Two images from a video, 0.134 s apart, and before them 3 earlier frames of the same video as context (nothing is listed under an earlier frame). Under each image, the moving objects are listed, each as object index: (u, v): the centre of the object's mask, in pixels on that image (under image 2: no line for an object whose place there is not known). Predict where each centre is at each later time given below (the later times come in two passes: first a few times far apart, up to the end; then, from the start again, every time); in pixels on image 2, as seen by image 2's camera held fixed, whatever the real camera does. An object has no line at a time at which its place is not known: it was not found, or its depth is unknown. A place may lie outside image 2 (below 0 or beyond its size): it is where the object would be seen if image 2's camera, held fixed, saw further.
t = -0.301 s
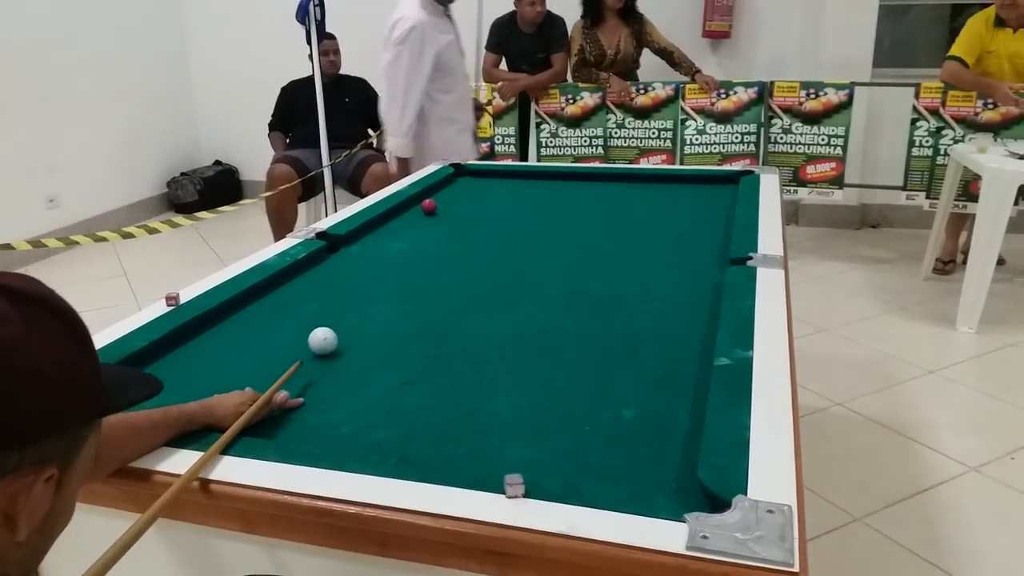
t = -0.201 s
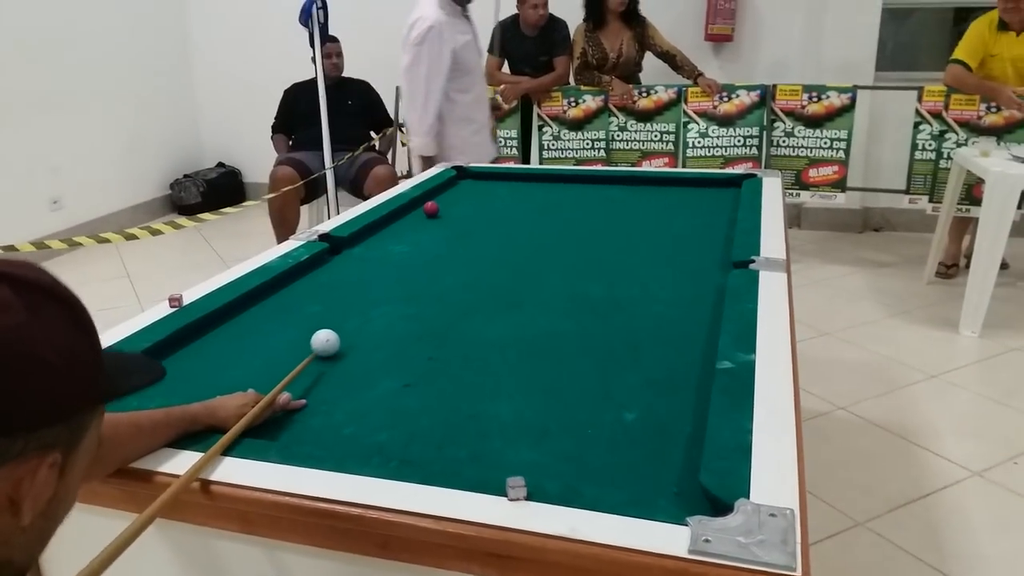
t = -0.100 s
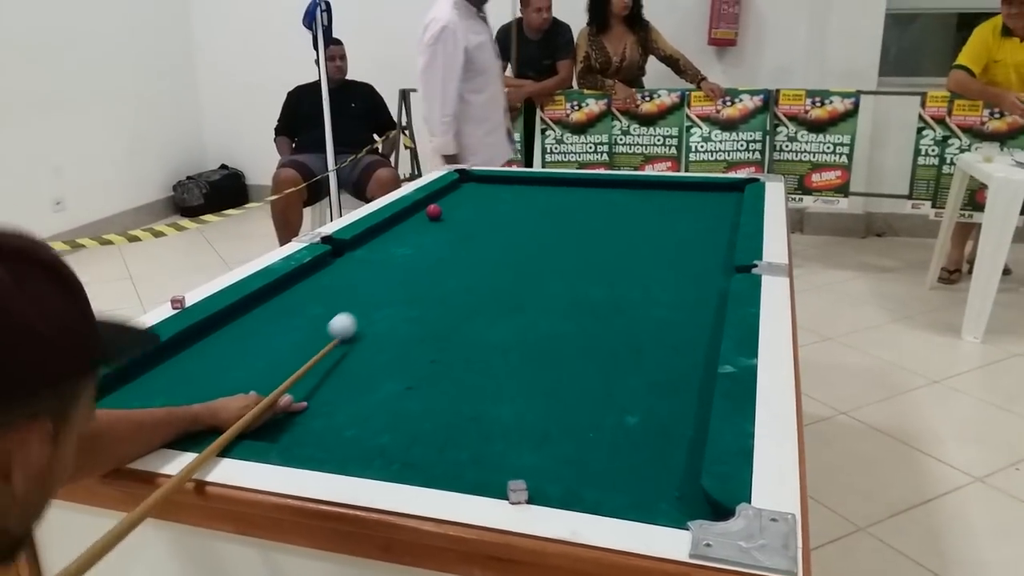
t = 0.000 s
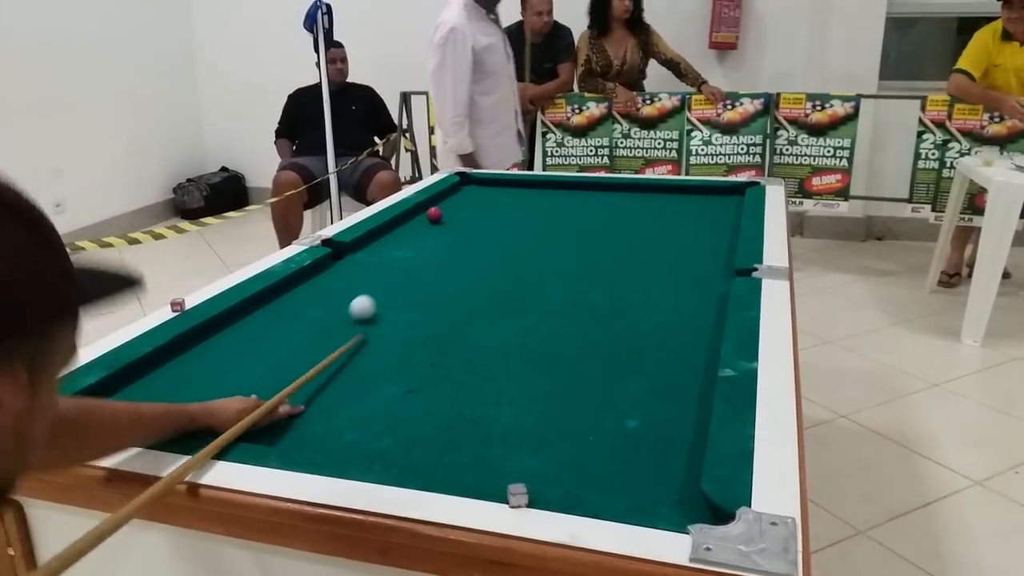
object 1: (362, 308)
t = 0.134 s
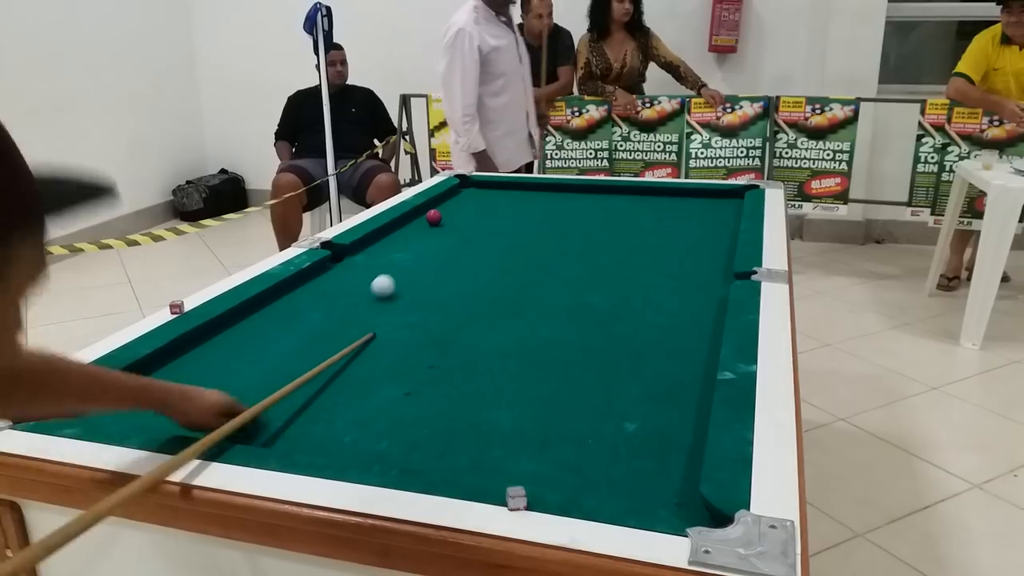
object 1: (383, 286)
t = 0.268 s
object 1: (401, 266)
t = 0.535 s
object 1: (429, 234)
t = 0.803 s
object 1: (462, 213)
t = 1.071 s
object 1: (501, 199)
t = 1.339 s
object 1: (534, 187)
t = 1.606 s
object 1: (544, 193)
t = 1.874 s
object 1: (552, 203)
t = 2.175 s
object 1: (560, 215)
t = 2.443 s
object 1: (567, 225)
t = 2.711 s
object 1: (577, 237)
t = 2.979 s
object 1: (586, 248)
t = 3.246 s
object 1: (593, 260)
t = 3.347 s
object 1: (597, 264)
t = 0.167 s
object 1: (388, 281)
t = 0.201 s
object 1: (392, 276)
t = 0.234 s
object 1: (397, 271)
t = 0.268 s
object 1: (401, 266)
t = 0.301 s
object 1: (405, 262)
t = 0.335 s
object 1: (409, 258)
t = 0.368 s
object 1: (413, 254)
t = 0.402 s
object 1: (417, 249)
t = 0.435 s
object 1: (420, 245)
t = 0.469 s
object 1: (423, 242)
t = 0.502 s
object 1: (427, 238)
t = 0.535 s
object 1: (429, 234)
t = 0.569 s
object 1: (433, 231)
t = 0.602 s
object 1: (436, 228)
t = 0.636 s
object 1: (438, 225)
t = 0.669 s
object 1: (441, 222)
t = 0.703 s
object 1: (445, 219)
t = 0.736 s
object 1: (451, 217)
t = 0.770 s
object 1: (457, 215)
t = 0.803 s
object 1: (462, 213)
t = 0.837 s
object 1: (467, 211)
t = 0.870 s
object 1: (472, 210)
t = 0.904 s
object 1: (477, 208)
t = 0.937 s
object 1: (482, 206)
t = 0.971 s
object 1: (487, 204)
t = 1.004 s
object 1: (492, 203)
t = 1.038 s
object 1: (497, 201)
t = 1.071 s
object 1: (501, 199)
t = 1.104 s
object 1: (506, 198)
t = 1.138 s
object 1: (510, 196)
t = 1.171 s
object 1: (514, 195)
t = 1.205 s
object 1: (519, 193)
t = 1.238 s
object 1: (523, 192)
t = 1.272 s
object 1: (527, 190)
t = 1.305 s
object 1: (531, 189)
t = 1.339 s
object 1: (534, 187)
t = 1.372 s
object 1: (538, 186)
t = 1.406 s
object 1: (540, 186)
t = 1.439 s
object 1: (541, 188)
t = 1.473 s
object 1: (541, 189)
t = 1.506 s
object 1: (542, 190)
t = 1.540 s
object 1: (543, 191)
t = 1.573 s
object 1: (544, 192)
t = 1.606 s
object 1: (544, 193)
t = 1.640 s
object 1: (545, 195)
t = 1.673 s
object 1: (546, 196)
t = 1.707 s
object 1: (547, 197)
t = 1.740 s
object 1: (548, 198)
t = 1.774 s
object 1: (549, 200)
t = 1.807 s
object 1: (550, 201)
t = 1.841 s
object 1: (551, 202)
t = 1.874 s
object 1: (552, 203)
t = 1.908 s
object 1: (553, 204)
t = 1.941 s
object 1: (554, 206)
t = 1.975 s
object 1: (554, 207)
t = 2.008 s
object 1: (555, 208)
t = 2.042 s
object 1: (556, 209)
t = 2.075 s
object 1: (557, 211)
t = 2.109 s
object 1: (558, 212)
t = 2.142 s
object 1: (559, 213)
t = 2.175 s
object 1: (560, 215)
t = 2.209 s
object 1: (561, 216)
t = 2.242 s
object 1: (562, 217)
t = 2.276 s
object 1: (563, 219)
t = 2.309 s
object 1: (563, 220)
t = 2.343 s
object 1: (564, 221)
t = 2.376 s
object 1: (565, 223)
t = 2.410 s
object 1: (566, 224)
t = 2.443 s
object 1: (567, 225)
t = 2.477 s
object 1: (568, 227)
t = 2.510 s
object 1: (569, 228)
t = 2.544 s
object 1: (570, 230)
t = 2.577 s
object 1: (572, 231)
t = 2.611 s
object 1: (573, 233)
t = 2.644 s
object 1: (574, 234)
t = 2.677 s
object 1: (575, 235)
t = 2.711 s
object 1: (577, 237)
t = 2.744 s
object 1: (578, 239)
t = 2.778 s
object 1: (579, 240)
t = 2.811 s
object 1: (580, 242)
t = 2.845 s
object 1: (581, 243)
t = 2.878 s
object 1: (582, 244)
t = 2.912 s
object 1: (584, 246)
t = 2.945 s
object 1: (585, 247)
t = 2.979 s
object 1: (586, 248)
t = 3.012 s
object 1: (587, 250)
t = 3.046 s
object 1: (588, 251)
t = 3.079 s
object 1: (589, 252)
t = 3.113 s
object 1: (590, 254)
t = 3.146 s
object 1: (590, 255)
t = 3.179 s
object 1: (591, 257)
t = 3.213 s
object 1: (592, 258)
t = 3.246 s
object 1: (593, 260)
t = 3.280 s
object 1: (595, 261)
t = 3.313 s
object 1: (596, 263)
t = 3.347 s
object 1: (597, 264)
